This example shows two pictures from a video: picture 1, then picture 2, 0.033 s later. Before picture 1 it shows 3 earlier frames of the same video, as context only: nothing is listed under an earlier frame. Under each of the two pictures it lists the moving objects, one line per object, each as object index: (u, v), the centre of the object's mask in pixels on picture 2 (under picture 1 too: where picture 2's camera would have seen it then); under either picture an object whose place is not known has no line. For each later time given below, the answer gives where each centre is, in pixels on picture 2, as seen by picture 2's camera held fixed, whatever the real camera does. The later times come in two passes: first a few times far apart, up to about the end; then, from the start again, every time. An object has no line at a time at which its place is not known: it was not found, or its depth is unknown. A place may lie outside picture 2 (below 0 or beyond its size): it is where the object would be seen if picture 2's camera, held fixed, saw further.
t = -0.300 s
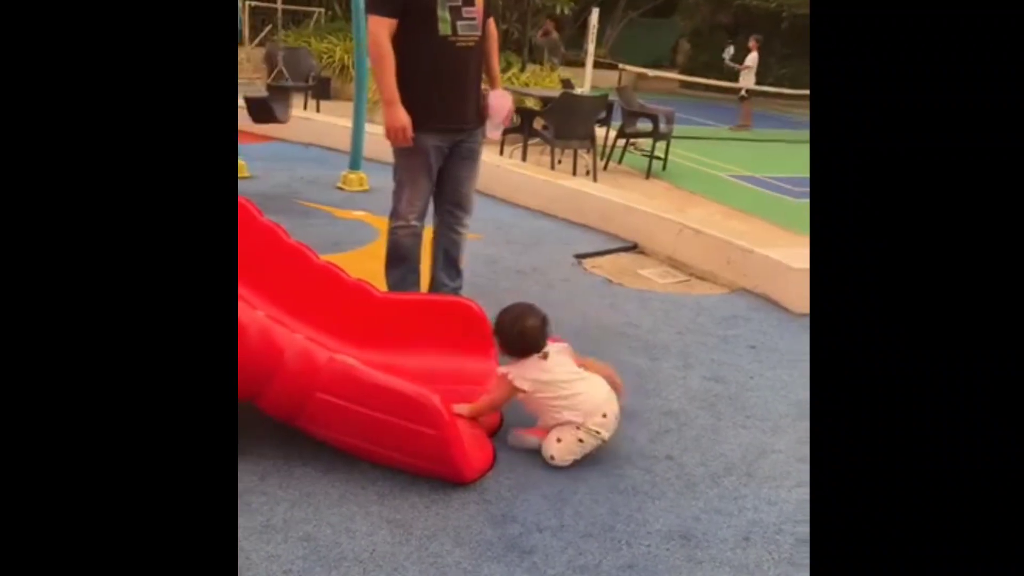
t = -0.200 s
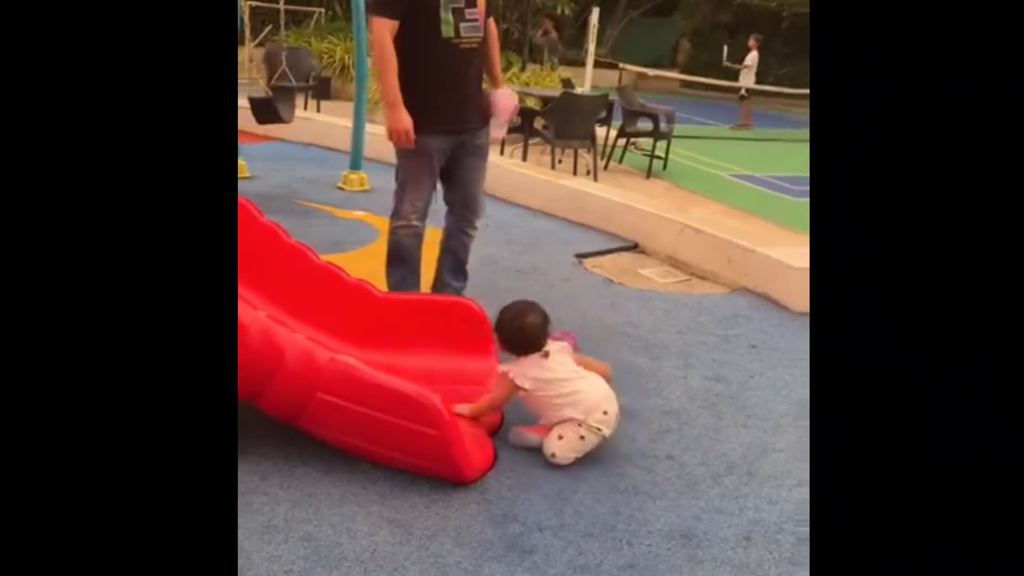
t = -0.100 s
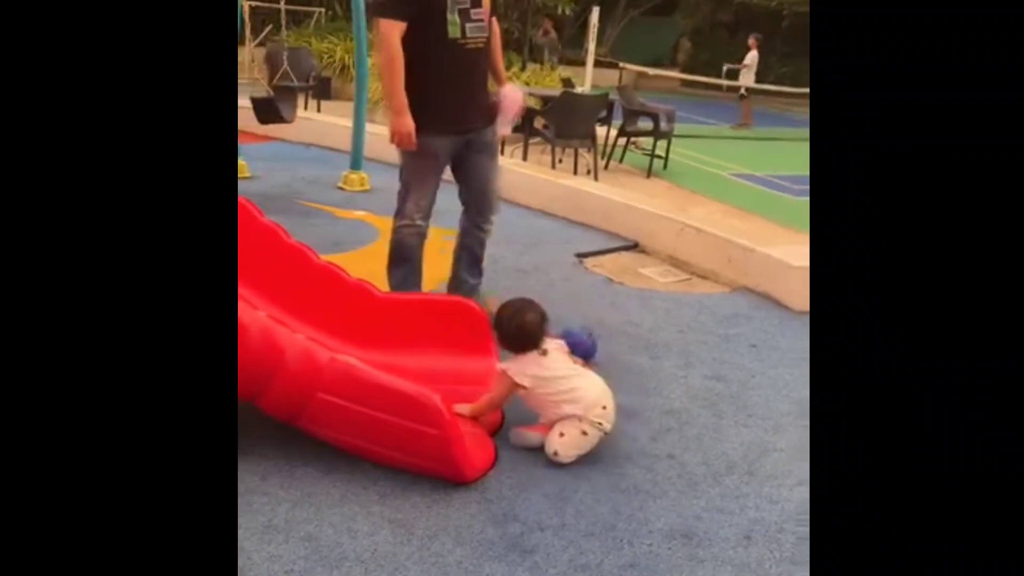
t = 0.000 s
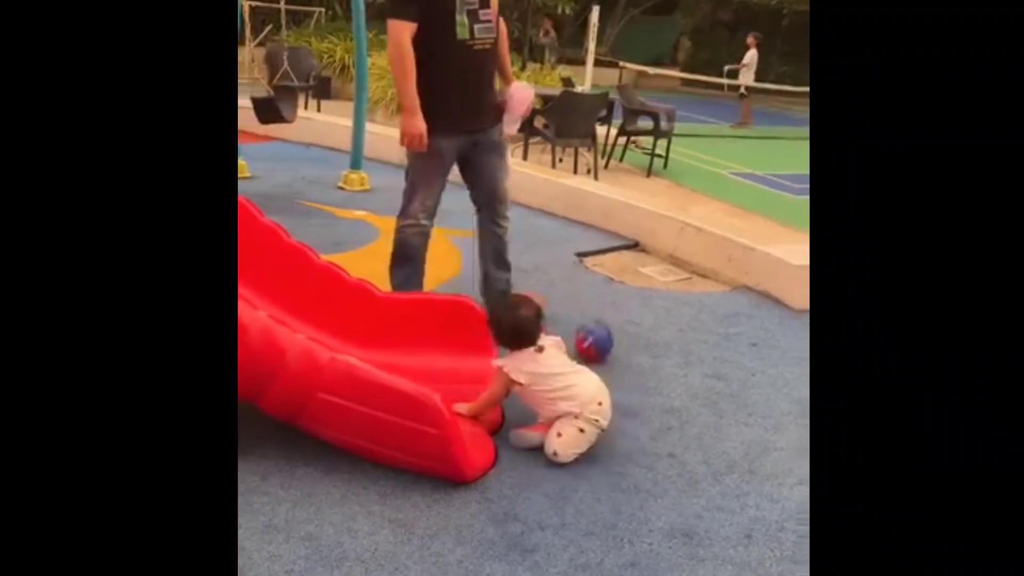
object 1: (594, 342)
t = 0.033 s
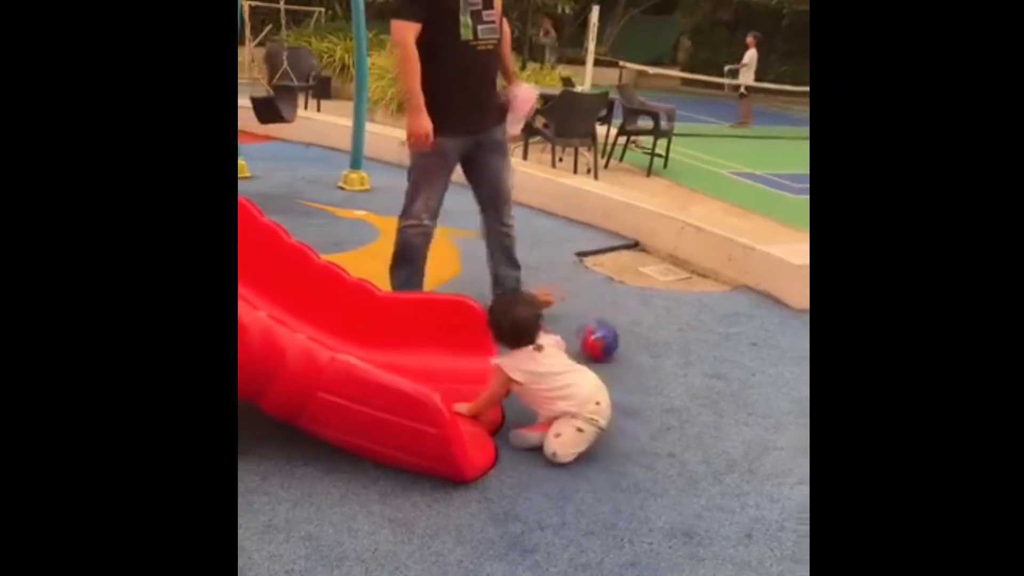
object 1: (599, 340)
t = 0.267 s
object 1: (632, 332)
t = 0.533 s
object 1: (665, 325)
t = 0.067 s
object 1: (604, 340)
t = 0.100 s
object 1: (609, 339)
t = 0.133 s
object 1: (614, 337)
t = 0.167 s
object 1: (619, 335)
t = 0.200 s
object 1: (623, 334)
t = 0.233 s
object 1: (628, 333)
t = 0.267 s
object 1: (632, 332)
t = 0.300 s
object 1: (635, 331)
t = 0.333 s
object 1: (640, 330)
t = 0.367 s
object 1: (646, 329)
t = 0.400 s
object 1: (649, 329)
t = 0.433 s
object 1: (652, 328)
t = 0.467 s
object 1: (656, 326)
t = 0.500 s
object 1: (661, 326)
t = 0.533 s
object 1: (665, 325)
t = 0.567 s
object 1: (669, 327)
